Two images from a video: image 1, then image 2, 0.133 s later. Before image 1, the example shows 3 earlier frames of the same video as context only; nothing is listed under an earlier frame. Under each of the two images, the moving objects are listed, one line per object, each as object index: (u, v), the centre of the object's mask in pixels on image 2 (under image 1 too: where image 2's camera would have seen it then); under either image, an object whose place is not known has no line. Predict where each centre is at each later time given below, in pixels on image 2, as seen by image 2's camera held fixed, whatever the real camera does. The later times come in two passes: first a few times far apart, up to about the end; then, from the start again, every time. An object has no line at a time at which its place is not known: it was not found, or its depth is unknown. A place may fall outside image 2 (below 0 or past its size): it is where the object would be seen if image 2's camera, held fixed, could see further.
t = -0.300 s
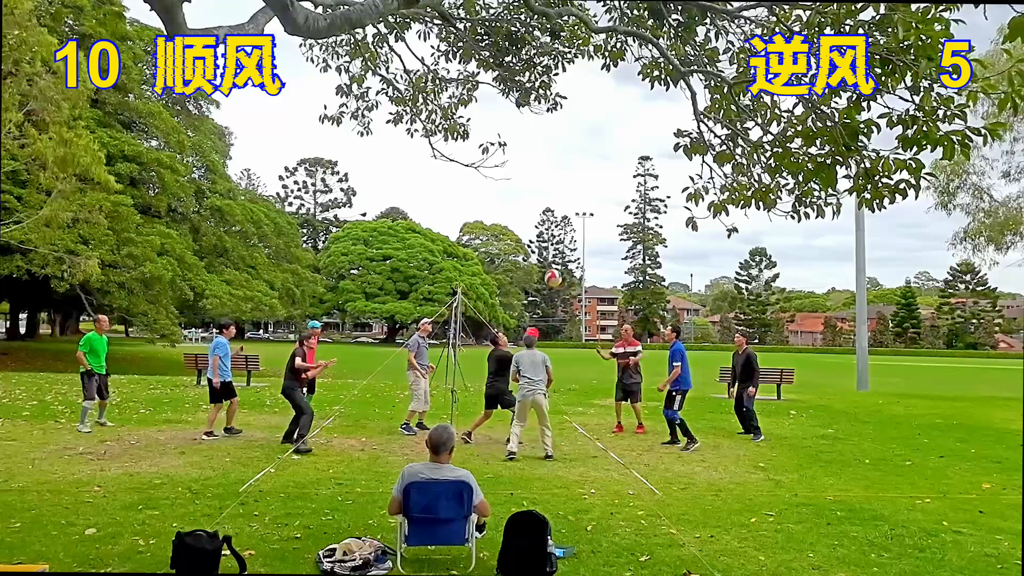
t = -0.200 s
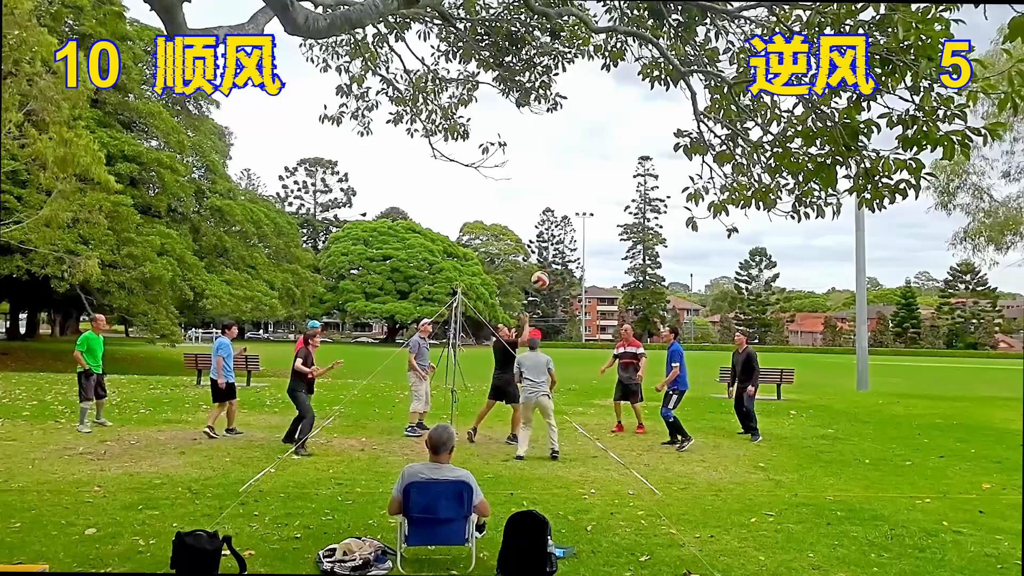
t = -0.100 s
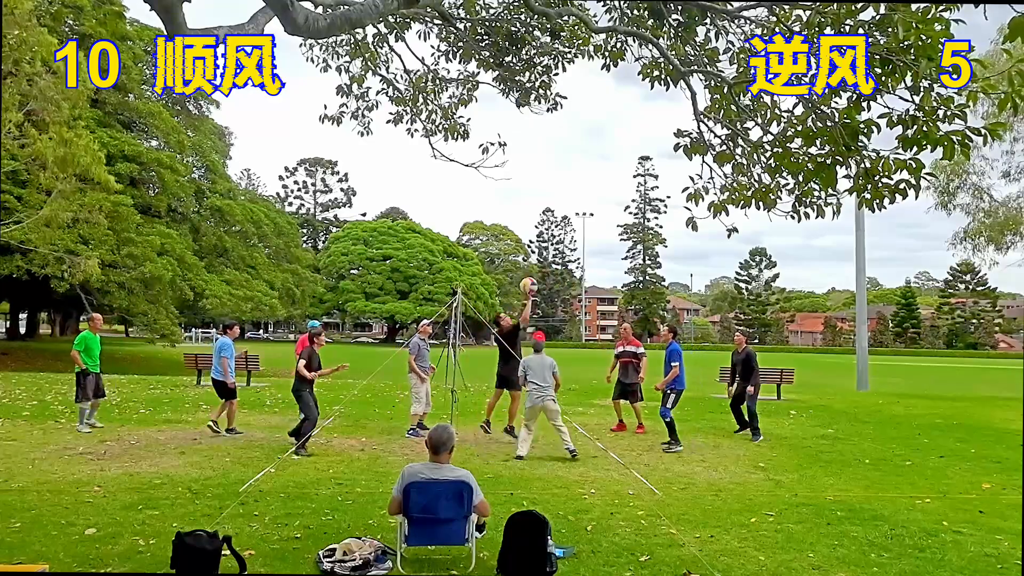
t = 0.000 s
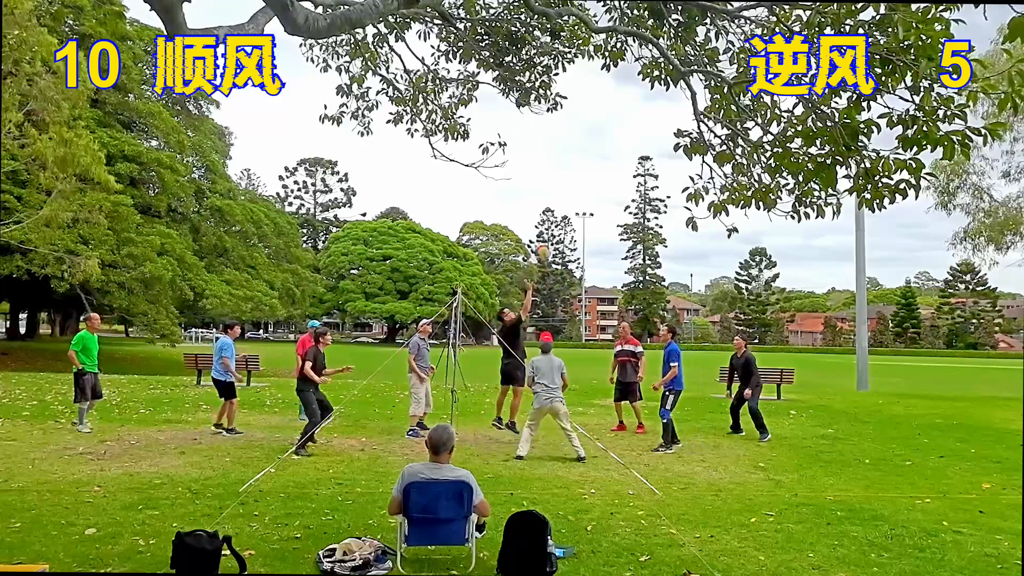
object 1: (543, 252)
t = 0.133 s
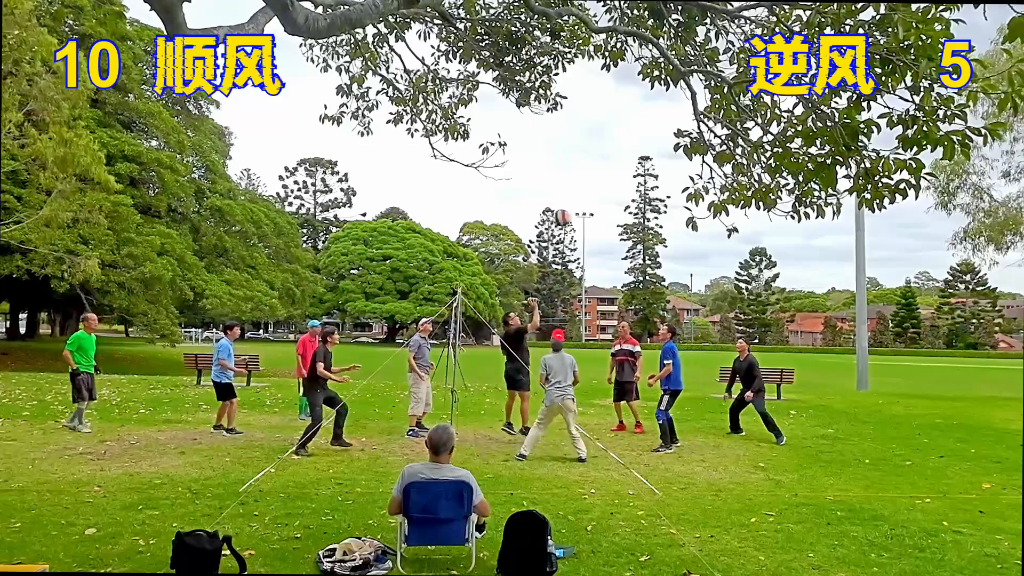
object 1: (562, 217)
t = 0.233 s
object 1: (576, 200)
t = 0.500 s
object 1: (612, 188)
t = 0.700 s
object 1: (638, 208)
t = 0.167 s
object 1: (566, 211)
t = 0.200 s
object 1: (571, 205)
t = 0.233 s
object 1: (576, 200)
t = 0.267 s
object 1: (580, 196)
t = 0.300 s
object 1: (585, 193)
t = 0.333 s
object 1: (590, 190)
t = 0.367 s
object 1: (595, 188)
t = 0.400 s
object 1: (599, 187)
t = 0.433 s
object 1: (604, 187)
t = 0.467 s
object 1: (608, 187)
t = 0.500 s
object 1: (612, 188)
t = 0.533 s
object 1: (617, 190)
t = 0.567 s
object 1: (621, 192)
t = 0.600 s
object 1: (625, 195)
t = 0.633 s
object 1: (630, 198)
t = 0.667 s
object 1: (633, 203)
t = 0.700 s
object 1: (638, 208)
